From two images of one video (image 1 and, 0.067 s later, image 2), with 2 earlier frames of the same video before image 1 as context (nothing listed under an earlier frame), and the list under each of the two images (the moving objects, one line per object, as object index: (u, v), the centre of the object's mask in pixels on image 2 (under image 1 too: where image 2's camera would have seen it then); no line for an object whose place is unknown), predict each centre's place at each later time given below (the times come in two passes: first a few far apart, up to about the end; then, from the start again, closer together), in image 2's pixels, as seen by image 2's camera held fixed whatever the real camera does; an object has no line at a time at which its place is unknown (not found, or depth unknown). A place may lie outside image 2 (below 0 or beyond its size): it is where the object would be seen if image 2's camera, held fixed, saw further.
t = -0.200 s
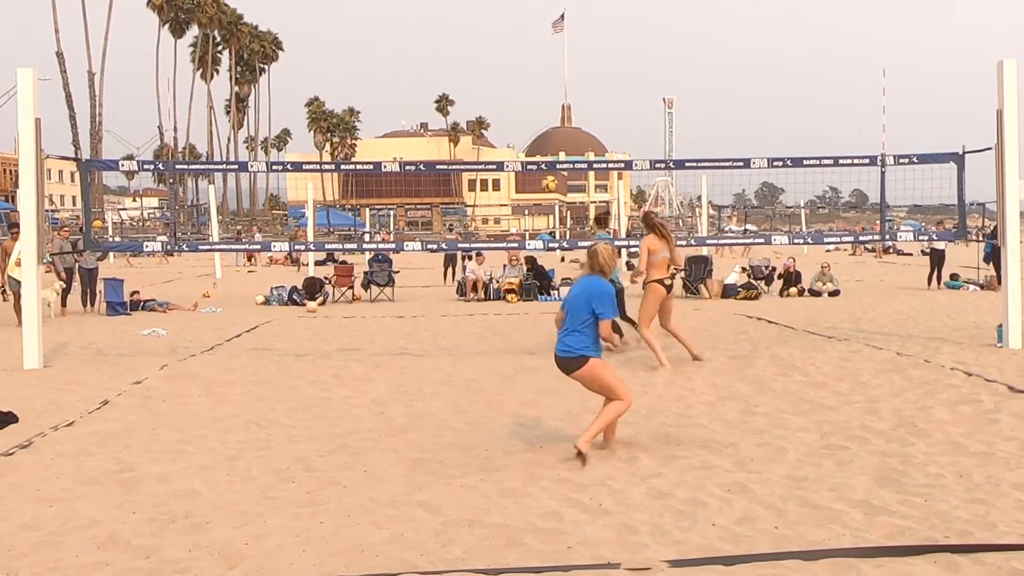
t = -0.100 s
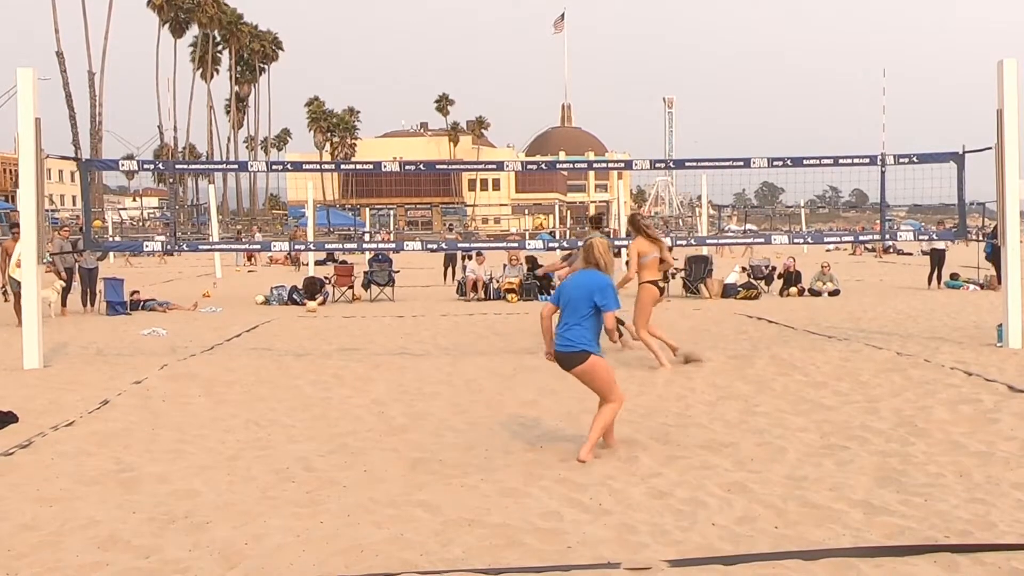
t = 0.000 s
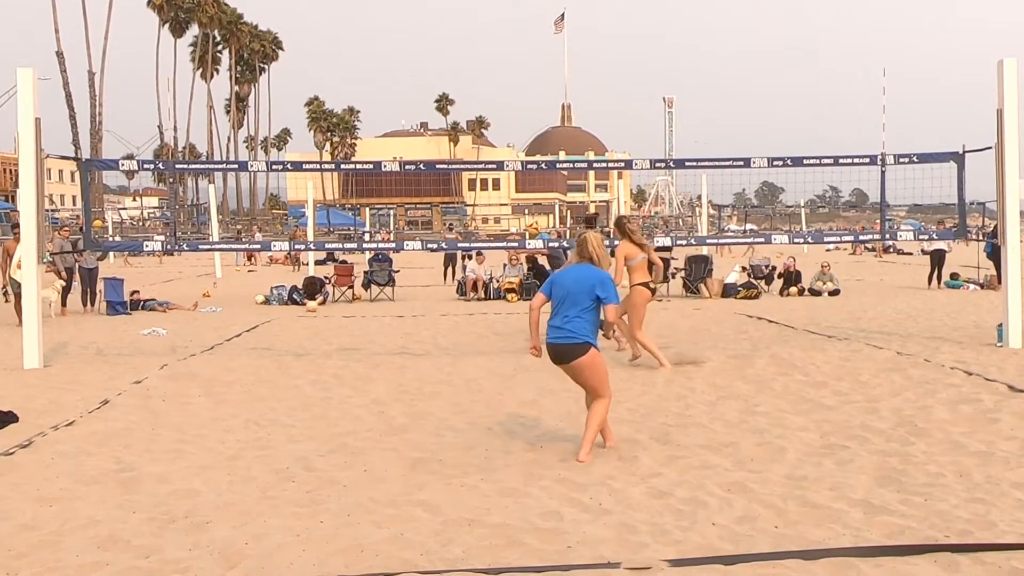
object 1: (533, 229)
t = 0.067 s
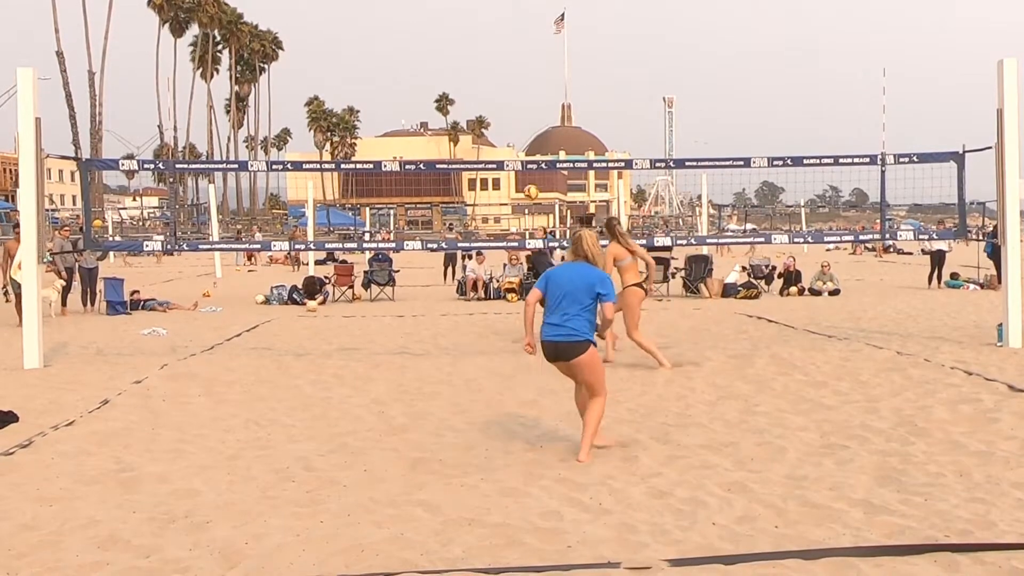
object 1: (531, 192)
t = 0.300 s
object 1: (524, 96)
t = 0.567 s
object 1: (519, 32)
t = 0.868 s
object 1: (515, 25)
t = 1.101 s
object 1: (512, 69)
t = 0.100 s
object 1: (530, 177)
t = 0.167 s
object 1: (528, 147)
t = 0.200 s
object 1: (527, 133)
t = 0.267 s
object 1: (526, 108)
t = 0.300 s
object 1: (524, 96)
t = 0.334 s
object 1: (524, 85)
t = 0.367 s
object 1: (523, 76)
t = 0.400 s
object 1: (522, 66)
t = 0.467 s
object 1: (521, 50)
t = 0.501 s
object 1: (520, 43)
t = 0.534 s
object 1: (520, 37)
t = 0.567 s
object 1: (519, 32)
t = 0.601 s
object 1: (518, 28)
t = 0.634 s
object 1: (518, 25)
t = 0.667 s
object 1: (517, 21)
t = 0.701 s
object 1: (517, 20)
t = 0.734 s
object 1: (516, 19)
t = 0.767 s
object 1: (516, 19)
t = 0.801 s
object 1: (515, 20)
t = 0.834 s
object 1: (515, 22)
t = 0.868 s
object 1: (515, 25)
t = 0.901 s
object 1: (514, 28)
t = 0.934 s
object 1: (514, 33)
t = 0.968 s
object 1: (513, 38)
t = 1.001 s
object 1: (513, 44)
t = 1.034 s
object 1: (512, 51)
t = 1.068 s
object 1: (512, 59)
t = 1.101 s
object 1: (512, 69)
